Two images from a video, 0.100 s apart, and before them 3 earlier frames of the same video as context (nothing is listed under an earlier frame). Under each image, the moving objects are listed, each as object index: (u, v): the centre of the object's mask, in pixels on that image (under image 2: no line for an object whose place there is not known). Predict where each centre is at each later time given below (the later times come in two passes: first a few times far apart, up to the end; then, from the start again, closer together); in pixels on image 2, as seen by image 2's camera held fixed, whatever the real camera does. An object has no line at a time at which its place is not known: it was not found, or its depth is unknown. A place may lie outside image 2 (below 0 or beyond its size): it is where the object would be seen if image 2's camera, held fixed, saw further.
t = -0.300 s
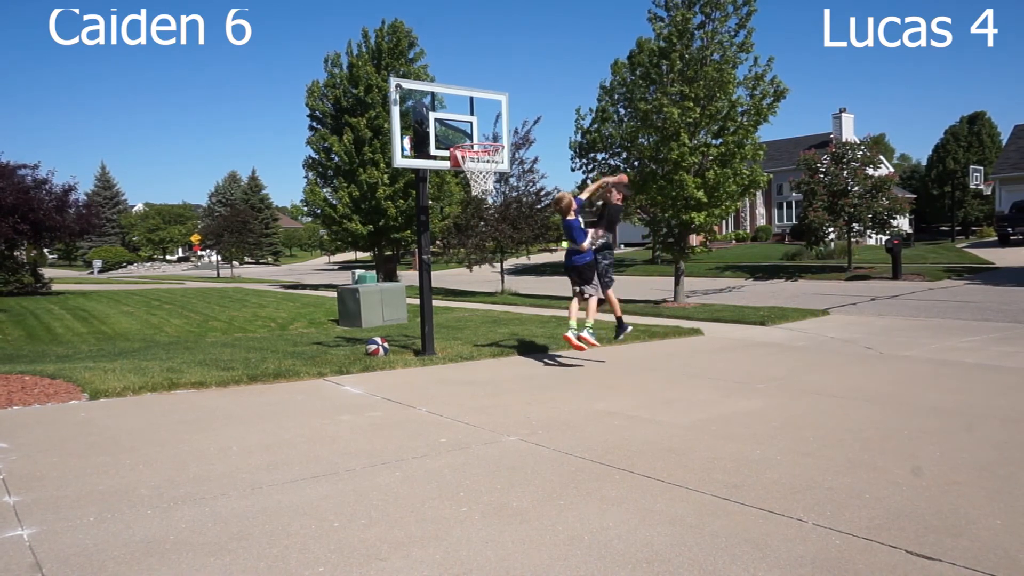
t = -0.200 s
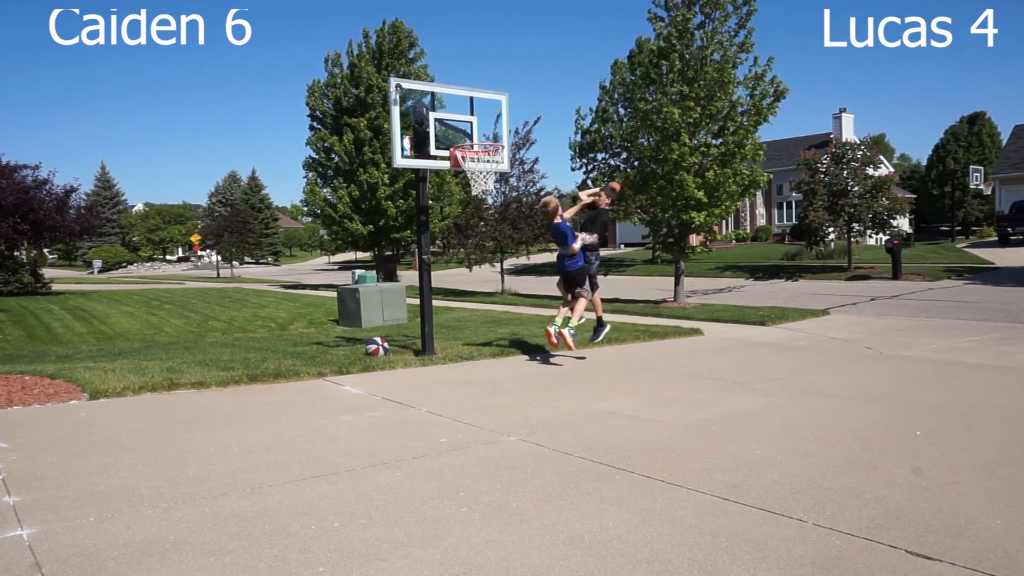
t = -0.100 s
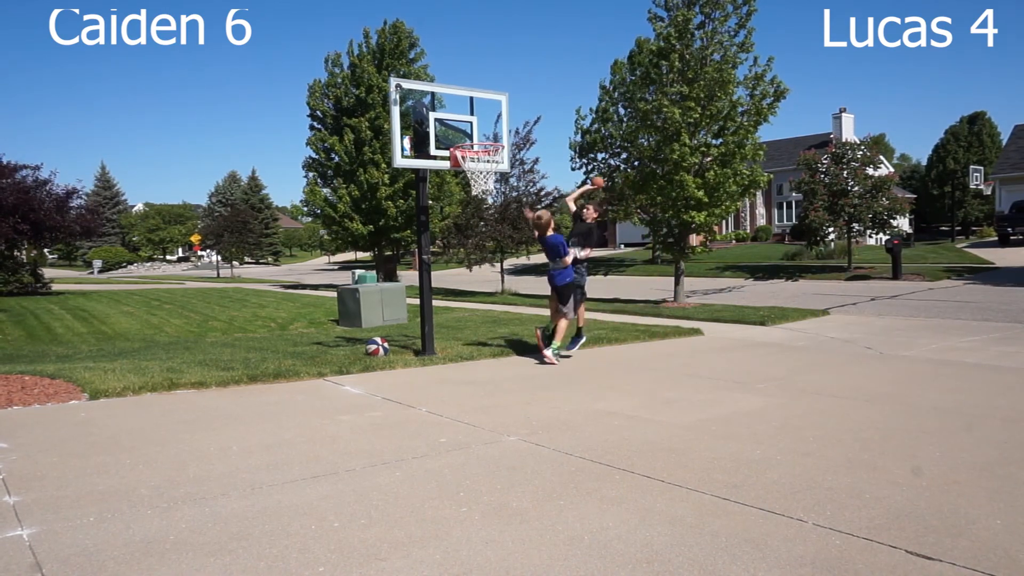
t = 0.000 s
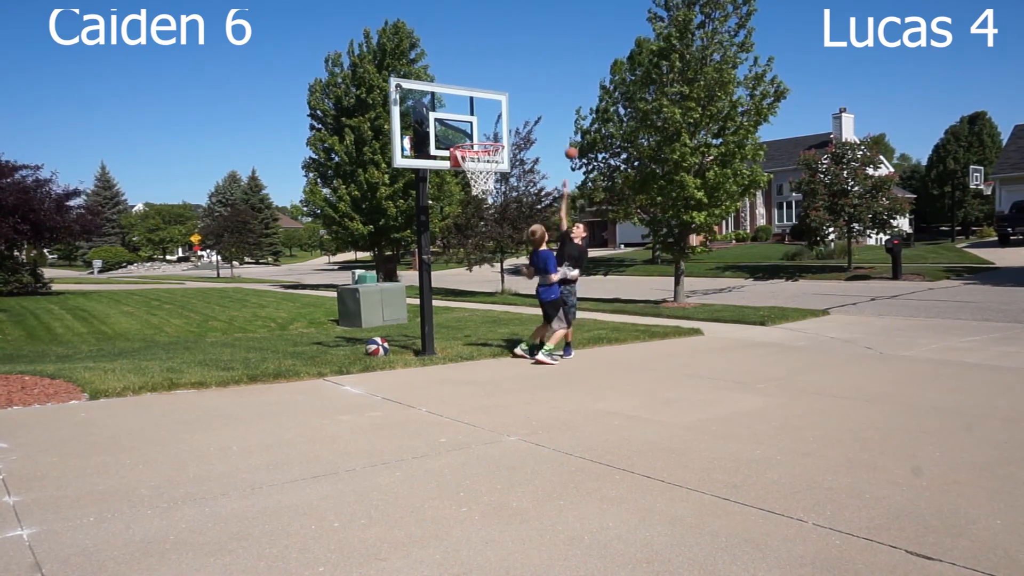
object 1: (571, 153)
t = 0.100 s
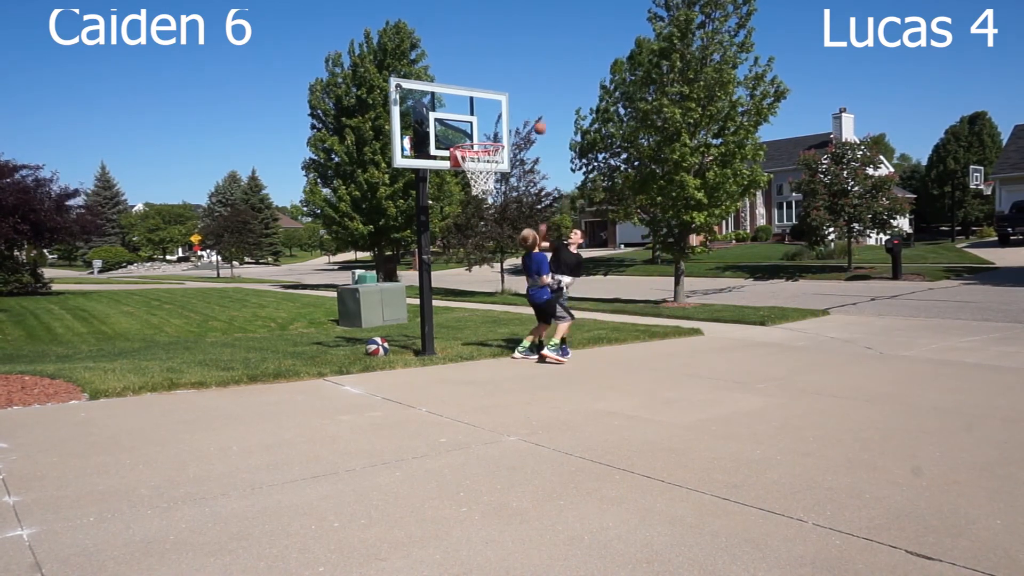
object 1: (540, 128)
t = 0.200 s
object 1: (508, 112)
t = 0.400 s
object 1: (440, 108)
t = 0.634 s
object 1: (410, 144)
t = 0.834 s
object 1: (387, 230)
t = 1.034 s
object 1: (364, 374)
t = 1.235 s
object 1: (334, 299)
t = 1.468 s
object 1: (297, 240)
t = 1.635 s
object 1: (269, 240)
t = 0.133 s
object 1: (529, 122)
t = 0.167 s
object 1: (518, 116)
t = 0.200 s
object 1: (508, 112)
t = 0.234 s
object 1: (496, 108)
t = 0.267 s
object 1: (485, 107)
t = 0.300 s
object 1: (474, 105)
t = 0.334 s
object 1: (463, 105)
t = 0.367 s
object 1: (452, 106)
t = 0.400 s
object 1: (440, 108)
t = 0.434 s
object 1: (432, 111)
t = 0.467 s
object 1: (428, 113)
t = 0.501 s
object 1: (424, 117)
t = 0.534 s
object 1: (421, 122)
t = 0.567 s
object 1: (417, 128)
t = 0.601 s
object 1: (414, 136)
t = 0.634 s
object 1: (410, 144)
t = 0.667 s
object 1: (406, 155)
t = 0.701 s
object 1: (402, 167)
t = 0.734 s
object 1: (399, 179)
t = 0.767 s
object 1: (395, 194)
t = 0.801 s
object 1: (391, 212)
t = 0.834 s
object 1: (387, 230)
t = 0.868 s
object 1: (383, 249)
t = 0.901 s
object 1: (380, 270)
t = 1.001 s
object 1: (368, 346)
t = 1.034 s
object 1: (364, 374)
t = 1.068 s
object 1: (360, 375)
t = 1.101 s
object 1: (355, 358)
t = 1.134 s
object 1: (350, 341)
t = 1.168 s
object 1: (345, 326)
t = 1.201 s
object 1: (340, 312)
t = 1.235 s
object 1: (334, 299)
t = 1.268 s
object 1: (329, 287)
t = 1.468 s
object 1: (297, 240)
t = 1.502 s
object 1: (292, 237)
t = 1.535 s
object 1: (286, 234)
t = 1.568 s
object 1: (280, 234)
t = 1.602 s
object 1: (274, 236)
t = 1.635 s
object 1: (269, 240)
